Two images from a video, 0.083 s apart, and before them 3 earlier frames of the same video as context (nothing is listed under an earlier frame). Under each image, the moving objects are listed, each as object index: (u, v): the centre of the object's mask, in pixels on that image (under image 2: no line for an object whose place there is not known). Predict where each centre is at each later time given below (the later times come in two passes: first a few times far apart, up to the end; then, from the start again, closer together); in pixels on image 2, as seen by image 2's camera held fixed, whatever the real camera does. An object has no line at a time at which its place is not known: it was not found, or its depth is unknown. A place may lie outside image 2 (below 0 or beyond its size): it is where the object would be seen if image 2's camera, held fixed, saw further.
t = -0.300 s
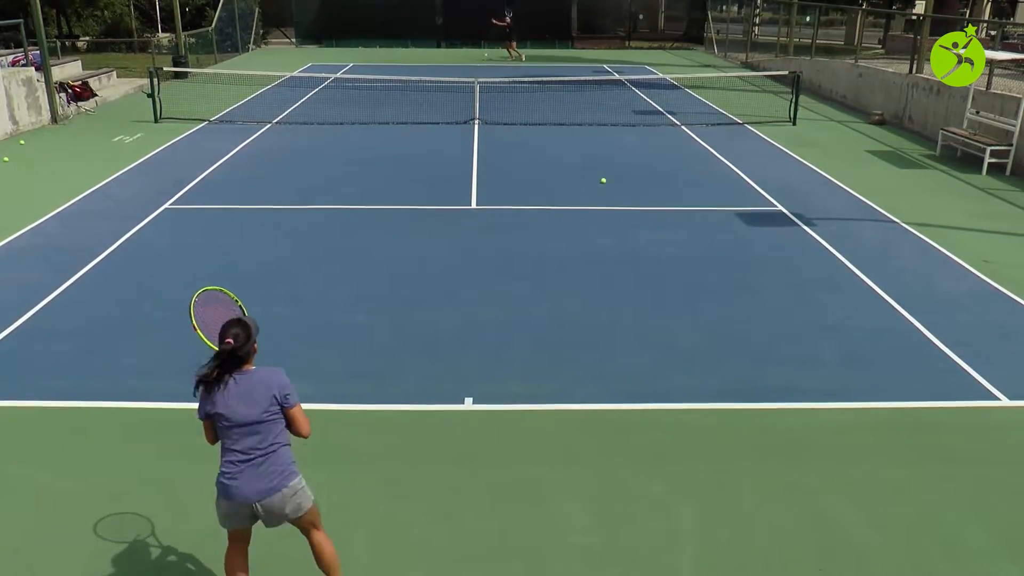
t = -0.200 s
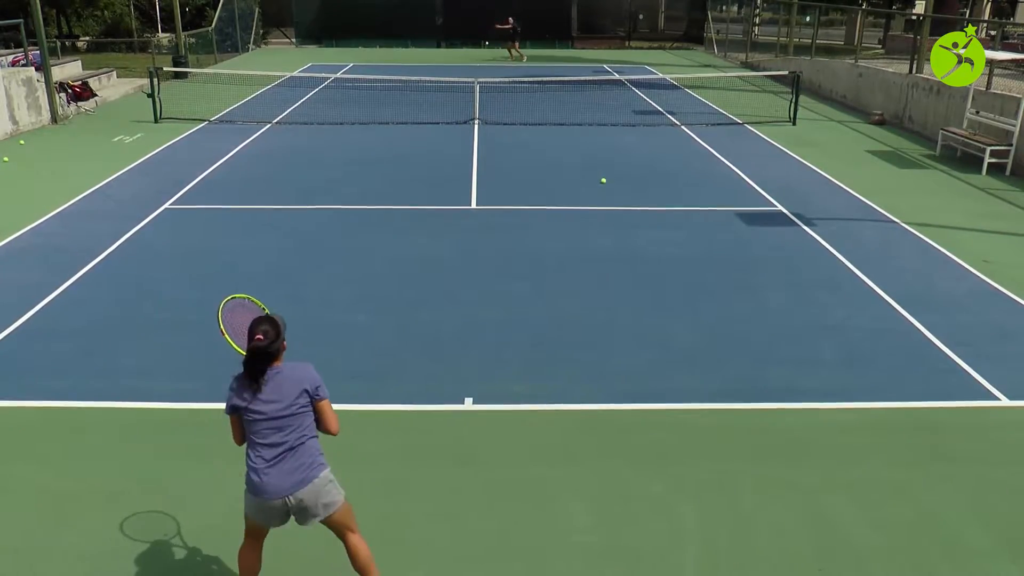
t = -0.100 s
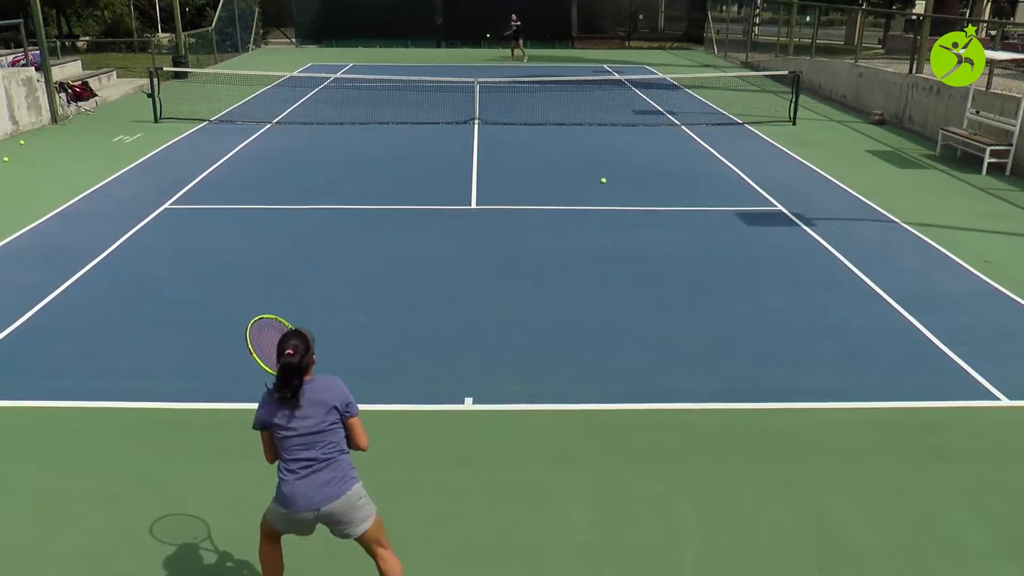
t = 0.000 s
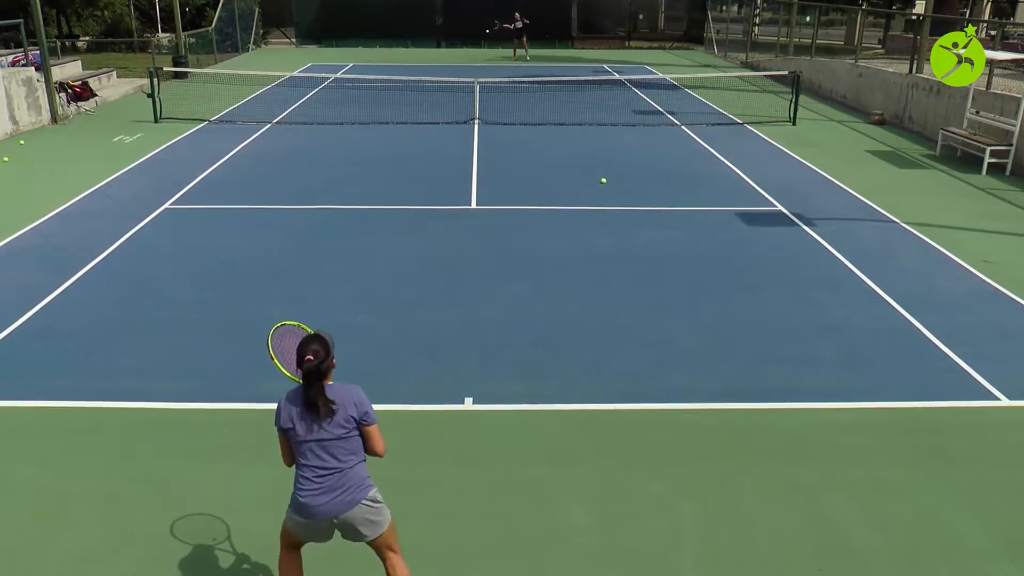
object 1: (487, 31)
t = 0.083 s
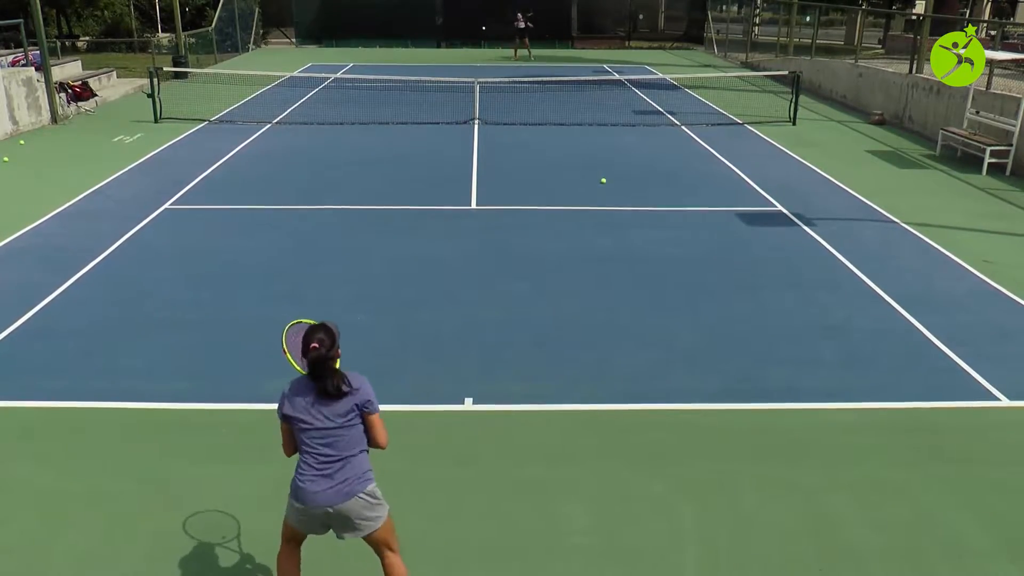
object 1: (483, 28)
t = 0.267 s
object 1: (473, 32)
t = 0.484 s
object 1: (454, 64)
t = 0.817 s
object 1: (403, 217)
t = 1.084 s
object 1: (328, 279)
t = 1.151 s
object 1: (297, 327)
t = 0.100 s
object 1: (483, 28)
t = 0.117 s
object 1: (482, 28)
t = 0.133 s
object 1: (481, 27)
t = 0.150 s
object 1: (480, 28)
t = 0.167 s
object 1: (479, 28)
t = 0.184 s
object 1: (478, 28)
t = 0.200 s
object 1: (477, 29)
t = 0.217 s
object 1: (476, 29)
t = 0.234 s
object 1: (475, 30)
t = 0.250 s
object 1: (474, 31)
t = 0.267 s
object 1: (473, 32)
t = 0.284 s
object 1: (472, 33)
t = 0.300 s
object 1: (471, 35)
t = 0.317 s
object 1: (469, 36)
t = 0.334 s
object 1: (468, 38)
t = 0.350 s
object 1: (467, 40)
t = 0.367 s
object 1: (466, 42)
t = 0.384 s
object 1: (464, 45)
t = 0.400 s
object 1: (463, 47)
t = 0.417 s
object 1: (461, 50)
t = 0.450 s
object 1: (458, 56)
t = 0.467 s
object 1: (456, 60)
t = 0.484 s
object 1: (454, 64)
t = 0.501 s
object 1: (453, 68)
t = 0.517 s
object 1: (451, 73)
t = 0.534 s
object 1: (449, 78)
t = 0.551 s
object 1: (447, 83)
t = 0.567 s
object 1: (445, 89)
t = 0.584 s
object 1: (443, 95)
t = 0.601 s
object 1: (441, 102)
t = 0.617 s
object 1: (438, 109)
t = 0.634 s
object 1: (436, 117)
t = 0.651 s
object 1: (433, 125)
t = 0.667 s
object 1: (430, 134)
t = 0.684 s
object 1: (428, 143)
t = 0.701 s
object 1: (425, 153)
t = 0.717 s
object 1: (422, 164)
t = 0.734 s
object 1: (419, 175)
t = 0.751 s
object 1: (416, 188)
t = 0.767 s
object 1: (412, 201)
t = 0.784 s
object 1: (409, 215)
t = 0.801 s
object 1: (406, 217)
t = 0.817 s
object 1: (403, 217)
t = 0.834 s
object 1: (400, 217)
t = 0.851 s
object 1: (396, 218)
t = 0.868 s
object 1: (393, 218)
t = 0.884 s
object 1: (389, 220)
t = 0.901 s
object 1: (385, 222)
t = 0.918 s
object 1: (381, 224)
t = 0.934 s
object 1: (377, 227)
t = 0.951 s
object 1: (373, 230)
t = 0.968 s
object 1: (368, 233)
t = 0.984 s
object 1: (364, 238)
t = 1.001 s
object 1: (359, 242)
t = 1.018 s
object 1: (354, 248)
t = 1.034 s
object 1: (348, 255)
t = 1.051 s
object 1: (342, 262)
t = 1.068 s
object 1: (335, 270)
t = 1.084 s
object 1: (328, 279)
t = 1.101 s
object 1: (321, 289)
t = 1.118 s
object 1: (314, 300)
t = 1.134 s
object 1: (305, 313)
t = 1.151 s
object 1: (297, 327)
